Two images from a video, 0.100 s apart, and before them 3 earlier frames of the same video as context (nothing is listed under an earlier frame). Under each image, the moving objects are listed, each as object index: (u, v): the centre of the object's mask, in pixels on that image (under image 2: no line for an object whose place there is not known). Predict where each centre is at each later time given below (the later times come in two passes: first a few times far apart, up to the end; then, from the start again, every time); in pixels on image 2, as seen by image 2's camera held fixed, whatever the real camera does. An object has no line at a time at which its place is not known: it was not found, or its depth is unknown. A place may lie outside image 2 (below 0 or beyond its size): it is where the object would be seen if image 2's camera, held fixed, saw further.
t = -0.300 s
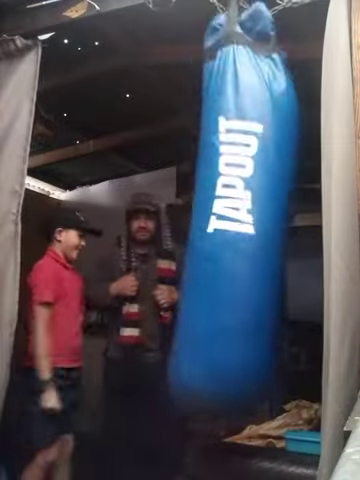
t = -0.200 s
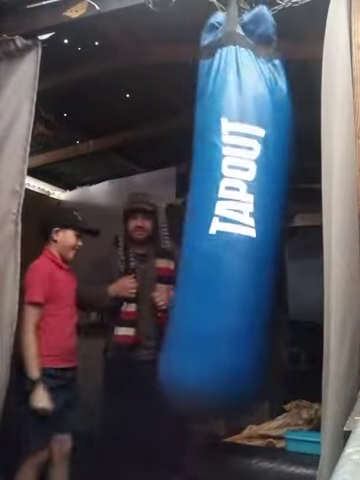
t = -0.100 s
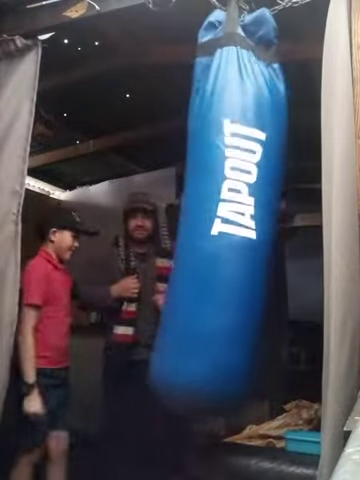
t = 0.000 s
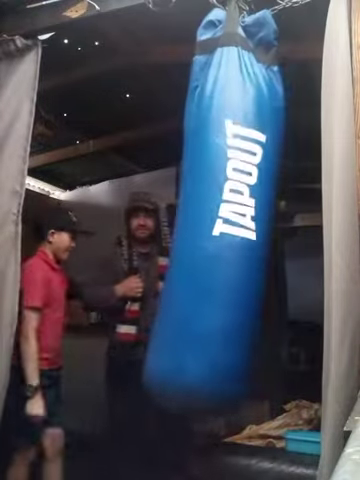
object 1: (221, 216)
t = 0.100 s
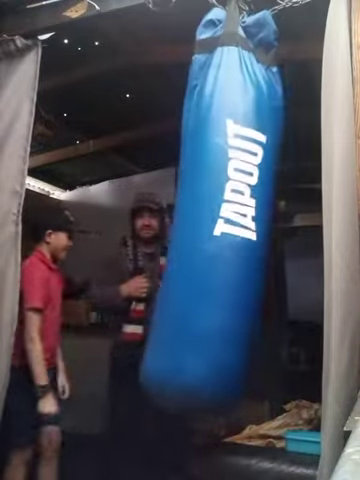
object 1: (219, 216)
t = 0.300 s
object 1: (220, 216)
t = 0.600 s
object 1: (237, 224)
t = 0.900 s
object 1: (257, 229)
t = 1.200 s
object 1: (259, 228)
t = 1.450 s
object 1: (246, 224)
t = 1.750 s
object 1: (229, 221)
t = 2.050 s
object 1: (222, 220)
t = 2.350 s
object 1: (229, 227)
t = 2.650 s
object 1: (246, 228)
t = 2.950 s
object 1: (258, 228)
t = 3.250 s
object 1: (251, 226)
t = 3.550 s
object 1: (234, 219)
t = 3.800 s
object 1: (225, 218)
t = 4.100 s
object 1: (225, 219)
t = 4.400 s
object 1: (237, 227)
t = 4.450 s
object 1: (239, 227)
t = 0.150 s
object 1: (219, 216)
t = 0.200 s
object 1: (219, 216)
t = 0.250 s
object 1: (219, 216)
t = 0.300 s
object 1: (220, 216)
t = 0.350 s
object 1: (222, 217)
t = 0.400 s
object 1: (224, 220)
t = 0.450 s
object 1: (227, 220)
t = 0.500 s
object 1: (230, 221)
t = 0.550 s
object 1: (233, 223)
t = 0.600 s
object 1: (237, 224)
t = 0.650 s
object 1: (240, 225)
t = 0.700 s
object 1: (244, 226)
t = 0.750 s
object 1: (248, 227)
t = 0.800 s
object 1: (251, 228)
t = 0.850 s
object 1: (254, 228)
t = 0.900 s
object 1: (257, 229)
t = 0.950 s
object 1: (259, 229)
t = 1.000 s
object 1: (260, 230)
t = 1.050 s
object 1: (260, 229)
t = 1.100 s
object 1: (260, 229)
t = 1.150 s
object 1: (260, 229)
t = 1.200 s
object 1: (259, 228)
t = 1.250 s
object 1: (257, 228)
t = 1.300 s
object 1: (255, 228)
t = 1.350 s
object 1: (252, 227)
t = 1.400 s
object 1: (249, 225)
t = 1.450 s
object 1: (246, 224)
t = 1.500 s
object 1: (243, 224)
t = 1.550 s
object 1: (240, 223)
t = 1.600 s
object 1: (237, 224)
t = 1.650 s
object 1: (234, 225)
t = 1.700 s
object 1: (231, 222)
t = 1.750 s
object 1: (229, 221)
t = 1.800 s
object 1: (227, 221)
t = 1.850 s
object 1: (225, 221)
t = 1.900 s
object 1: (224, 221)
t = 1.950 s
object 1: (223, 221)
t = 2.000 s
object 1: (223, 221)
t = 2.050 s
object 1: (222, 220)
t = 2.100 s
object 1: (222, 221)
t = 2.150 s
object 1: (222, 222)
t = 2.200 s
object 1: (223, 220)
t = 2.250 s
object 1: (225, 221)
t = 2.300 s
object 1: (227, 225)
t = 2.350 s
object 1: (229, 227)
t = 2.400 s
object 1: (232, 227)
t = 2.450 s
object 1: (235, 229)
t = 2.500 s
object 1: (237, 227)
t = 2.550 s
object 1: (240, 227)
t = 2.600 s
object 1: (243, 227)
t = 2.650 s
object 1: (246, 228)
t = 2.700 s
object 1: (249, 229)
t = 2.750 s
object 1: (252, 228)
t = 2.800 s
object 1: (254, 228)
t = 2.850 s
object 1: (256, 228)
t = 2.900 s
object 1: (257, 229)
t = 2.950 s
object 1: (258, 228)
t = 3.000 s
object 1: (258, 228)
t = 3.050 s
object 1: (258, 228)
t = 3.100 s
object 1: (257, 228)
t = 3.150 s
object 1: (256, 227)
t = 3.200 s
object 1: (254, 227)
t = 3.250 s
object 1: (251, 226)
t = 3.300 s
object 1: (248, 226)
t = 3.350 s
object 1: (246, 224)
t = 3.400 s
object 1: (243, 223)
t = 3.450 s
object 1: (239, 223)
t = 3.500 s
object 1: (237, 223)
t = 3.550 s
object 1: (234, 219)
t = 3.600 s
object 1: (232, 220)
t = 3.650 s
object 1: (230, 220)
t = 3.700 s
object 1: (228, 220)
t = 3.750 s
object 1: (226, 218)
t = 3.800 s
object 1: (225, 218)
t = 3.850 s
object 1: (224, 219)
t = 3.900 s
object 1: (224, 219)
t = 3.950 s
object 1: (223, 219)
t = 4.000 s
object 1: (224, 219)
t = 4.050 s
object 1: (224, 219)
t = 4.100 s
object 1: (225, 219)
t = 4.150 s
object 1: (226, 219)
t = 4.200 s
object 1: (227, 219)
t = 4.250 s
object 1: (229, 220)
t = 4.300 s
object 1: (232, 221)
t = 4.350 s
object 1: (234, 224)
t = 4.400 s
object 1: (237, 227)
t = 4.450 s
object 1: (239, 227)
